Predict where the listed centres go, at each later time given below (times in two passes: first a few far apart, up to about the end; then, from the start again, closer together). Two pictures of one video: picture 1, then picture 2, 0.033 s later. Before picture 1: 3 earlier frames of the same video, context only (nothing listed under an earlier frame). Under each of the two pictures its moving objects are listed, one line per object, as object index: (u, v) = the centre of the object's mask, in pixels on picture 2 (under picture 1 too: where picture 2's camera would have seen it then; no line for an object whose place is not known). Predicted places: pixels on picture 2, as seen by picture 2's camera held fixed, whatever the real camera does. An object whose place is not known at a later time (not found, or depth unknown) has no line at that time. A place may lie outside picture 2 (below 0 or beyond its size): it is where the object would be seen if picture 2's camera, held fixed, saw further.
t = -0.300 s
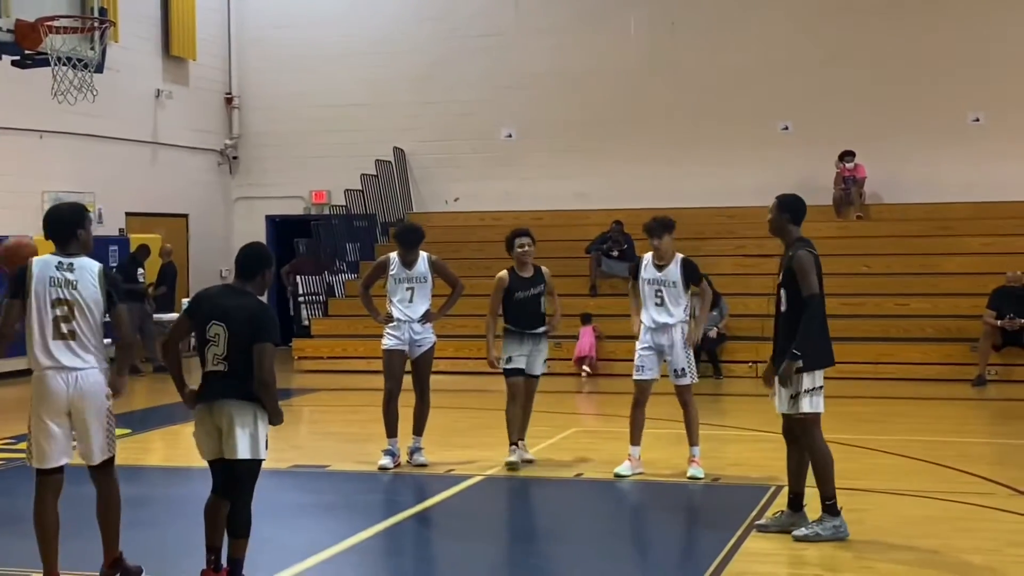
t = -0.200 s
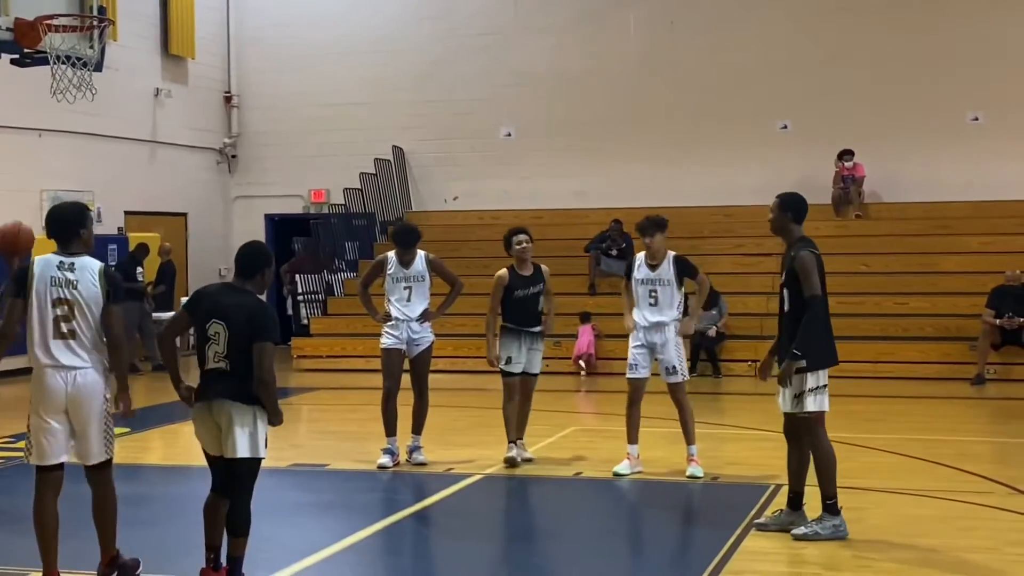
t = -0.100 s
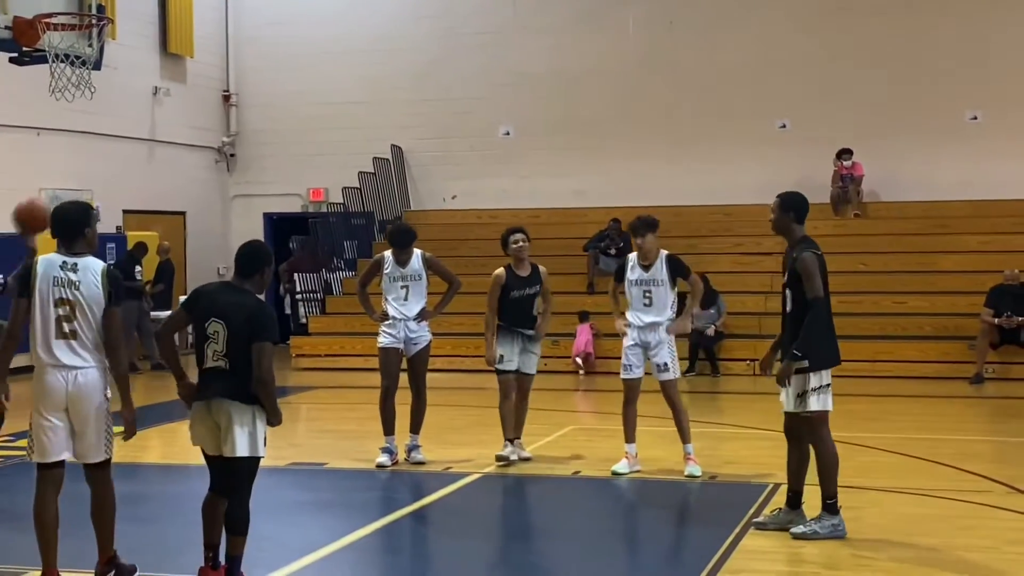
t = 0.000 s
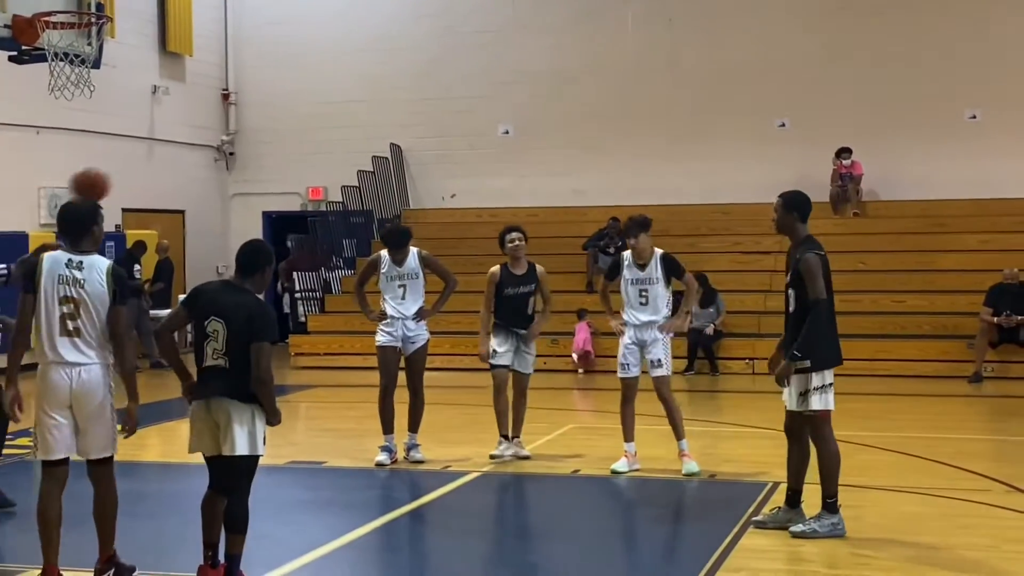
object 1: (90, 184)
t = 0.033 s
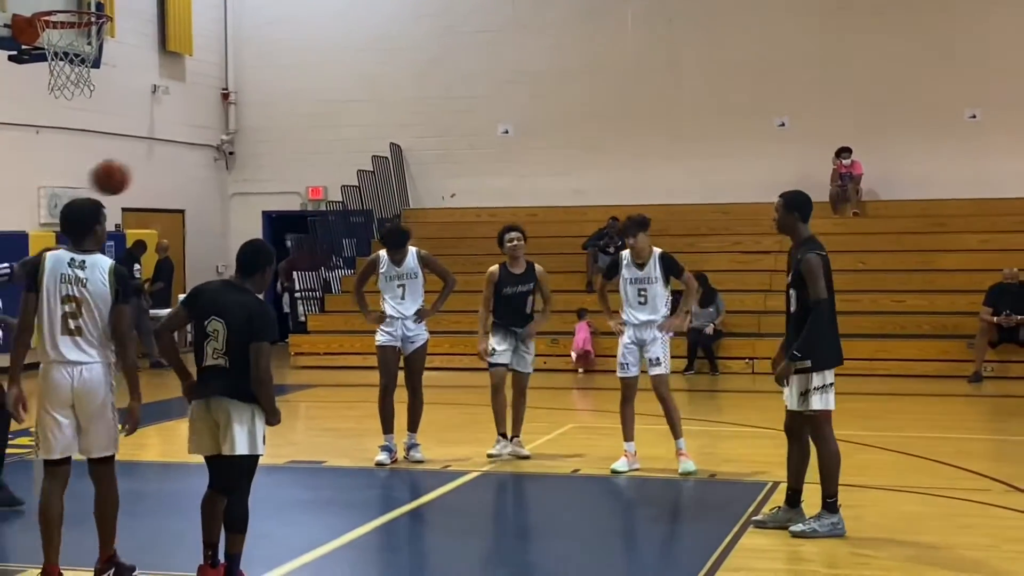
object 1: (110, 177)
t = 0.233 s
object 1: (236, 172)
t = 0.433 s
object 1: (367, 226)
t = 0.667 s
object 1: (525, 377)
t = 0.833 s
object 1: (624, 480)
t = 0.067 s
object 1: (131, 171)
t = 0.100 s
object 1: (151, 168)
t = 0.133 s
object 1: (172, 167)
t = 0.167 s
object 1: (193, 167)
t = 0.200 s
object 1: (214, 168)
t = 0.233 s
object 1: (236, 172)
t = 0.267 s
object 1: (259, 176)
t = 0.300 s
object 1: (280, 183)
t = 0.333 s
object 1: (302, 192)
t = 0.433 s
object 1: (367, 226)
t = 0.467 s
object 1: (389, 242)
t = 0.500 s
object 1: (411, 258)
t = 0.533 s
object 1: (434, 278)
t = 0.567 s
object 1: (456, 301)
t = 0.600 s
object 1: (478, 321)
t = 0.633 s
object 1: (504, 348)
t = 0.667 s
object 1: (525, 377)
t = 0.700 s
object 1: (546, 406)
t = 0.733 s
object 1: (570, 437)
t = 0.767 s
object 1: (592, 469)
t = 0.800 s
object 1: (616, 504)
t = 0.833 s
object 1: (624, 480)
